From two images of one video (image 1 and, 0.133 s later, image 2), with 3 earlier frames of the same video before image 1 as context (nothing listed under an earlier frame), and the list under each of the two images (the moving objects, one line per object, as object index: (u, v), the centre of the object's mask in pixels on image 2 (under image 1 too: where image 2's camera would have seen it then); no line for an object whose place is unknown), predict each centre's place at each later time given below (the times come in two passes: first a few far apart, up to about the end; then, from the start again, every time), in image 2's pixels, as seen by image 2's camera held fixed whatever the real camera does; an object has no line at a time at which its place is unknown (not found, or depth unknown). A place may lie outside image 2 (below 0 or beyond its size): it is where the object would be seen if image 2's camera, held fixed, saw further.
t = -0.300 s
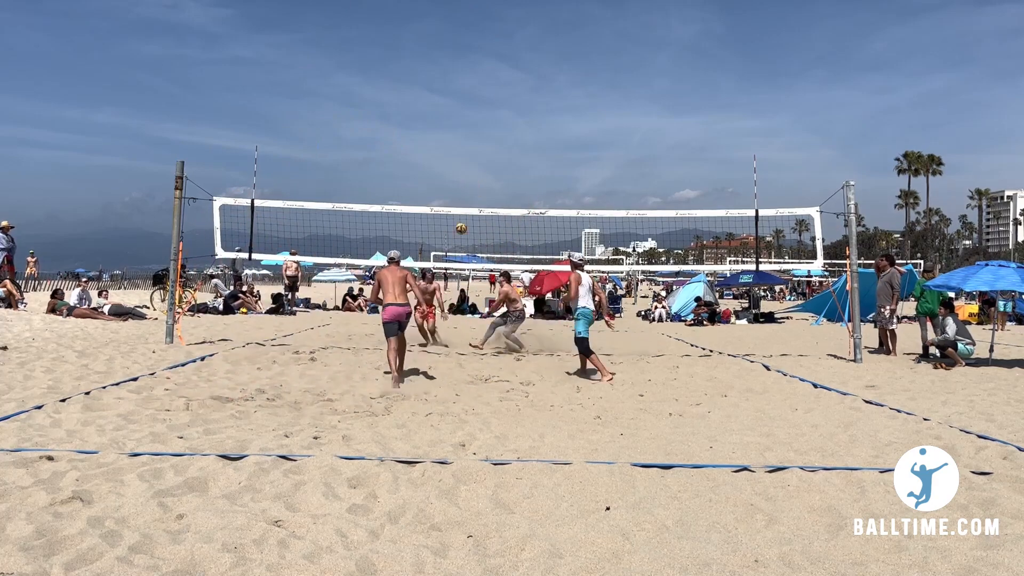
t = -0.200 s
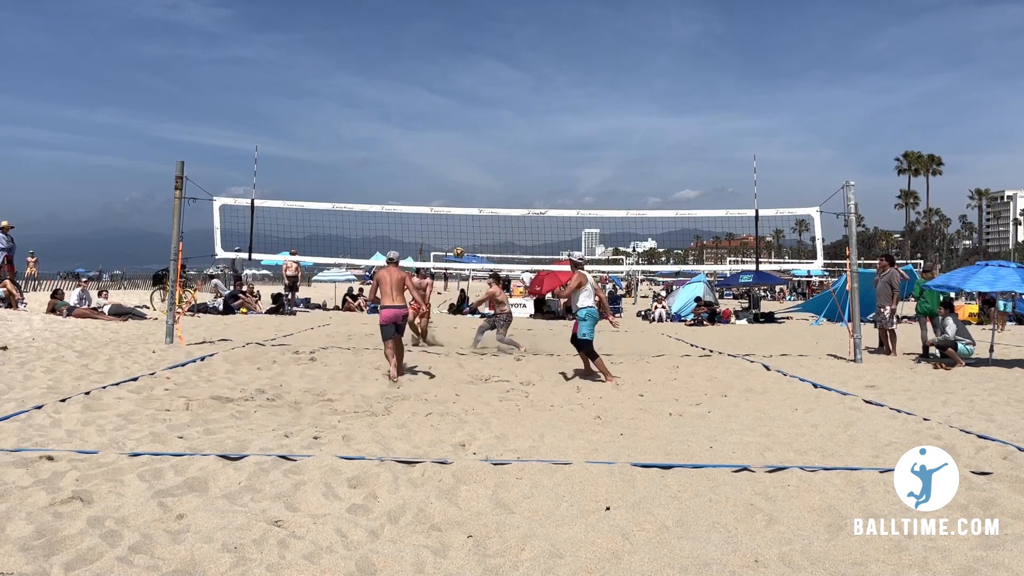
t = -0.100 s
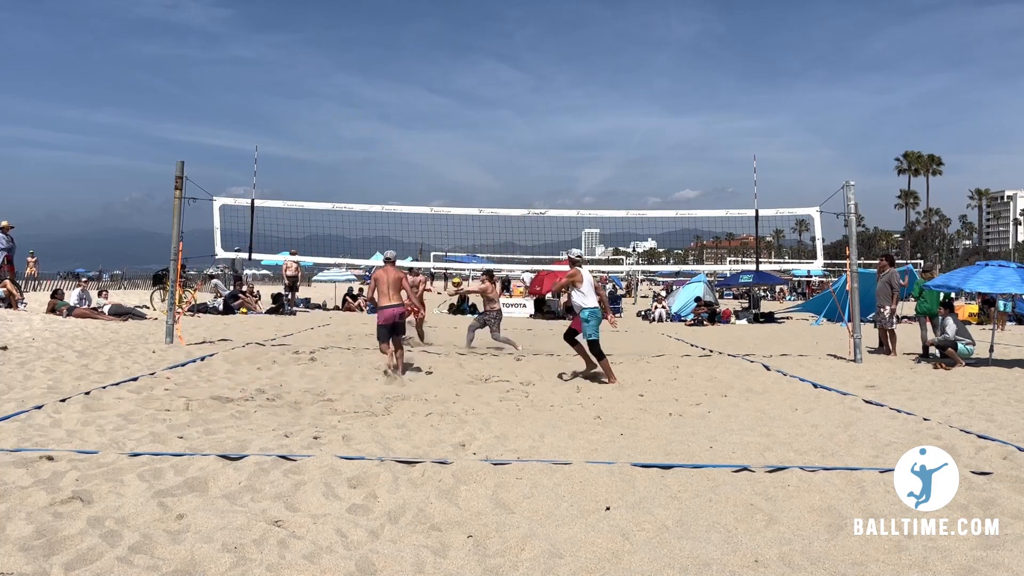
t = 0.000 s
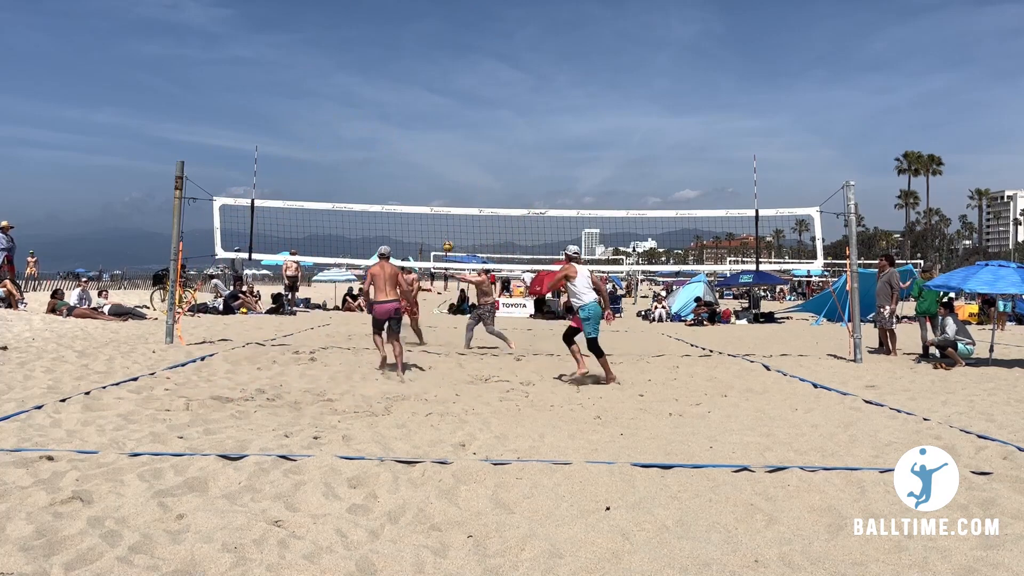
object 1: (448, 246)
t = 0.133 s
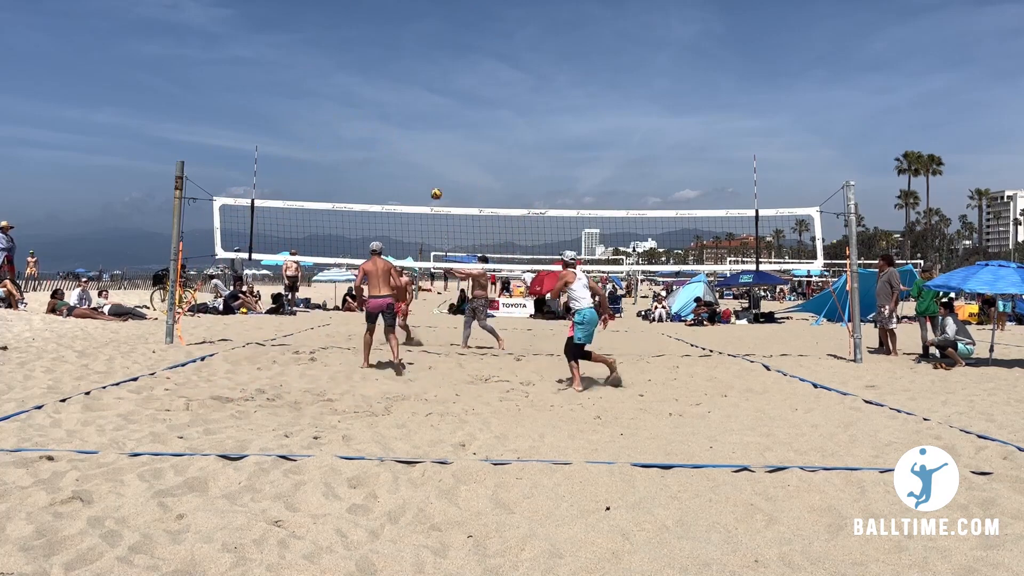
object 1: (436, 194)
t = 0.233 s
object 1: (427, 160)
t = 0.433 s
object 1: (411, 109)
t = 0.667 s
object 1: (393, 76)
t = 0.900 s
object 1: (376, 74)
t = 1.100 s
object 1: (362, 98)
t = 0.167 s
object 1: (433, 182)
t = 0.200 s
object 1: (430, 171)
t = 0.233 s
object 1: (427, 160)
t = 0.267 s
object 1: (424, 150)
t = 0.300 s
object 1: (422, 141)
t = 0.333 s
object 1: (419, 132)
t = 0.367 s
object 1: (416, 123)
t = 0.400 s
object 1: (413, 116)
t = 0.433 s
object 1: (411, 109)
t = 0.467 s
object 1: (408, 102)
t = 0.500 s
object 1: (406, 96)
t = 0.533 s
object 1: (403, 91)
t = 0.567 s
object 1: (400, 87)
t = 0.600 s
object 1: (398, 83)
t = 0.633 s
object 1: (396, 79)
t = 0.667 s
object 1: (393, 76)
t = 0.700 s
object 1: (390, 74)
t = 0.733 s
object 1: (388, 72)
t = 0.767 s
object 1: (386, 71)
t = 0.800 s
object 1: (383, 71)
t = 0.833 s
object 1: (381, 71)
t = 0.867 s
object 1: (378, 73)
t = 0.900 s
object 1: (376, 74)
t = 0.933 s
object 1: (373, 77)
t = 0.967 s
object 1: (371, 80)
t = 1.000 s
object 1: (369, 83)
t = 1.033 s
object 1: (366, 87)
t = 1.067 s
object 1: (364, 92)
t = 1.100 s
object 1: (362, 98)
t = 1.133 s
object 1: (360, 104)
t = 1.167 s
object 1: (357, 111)
